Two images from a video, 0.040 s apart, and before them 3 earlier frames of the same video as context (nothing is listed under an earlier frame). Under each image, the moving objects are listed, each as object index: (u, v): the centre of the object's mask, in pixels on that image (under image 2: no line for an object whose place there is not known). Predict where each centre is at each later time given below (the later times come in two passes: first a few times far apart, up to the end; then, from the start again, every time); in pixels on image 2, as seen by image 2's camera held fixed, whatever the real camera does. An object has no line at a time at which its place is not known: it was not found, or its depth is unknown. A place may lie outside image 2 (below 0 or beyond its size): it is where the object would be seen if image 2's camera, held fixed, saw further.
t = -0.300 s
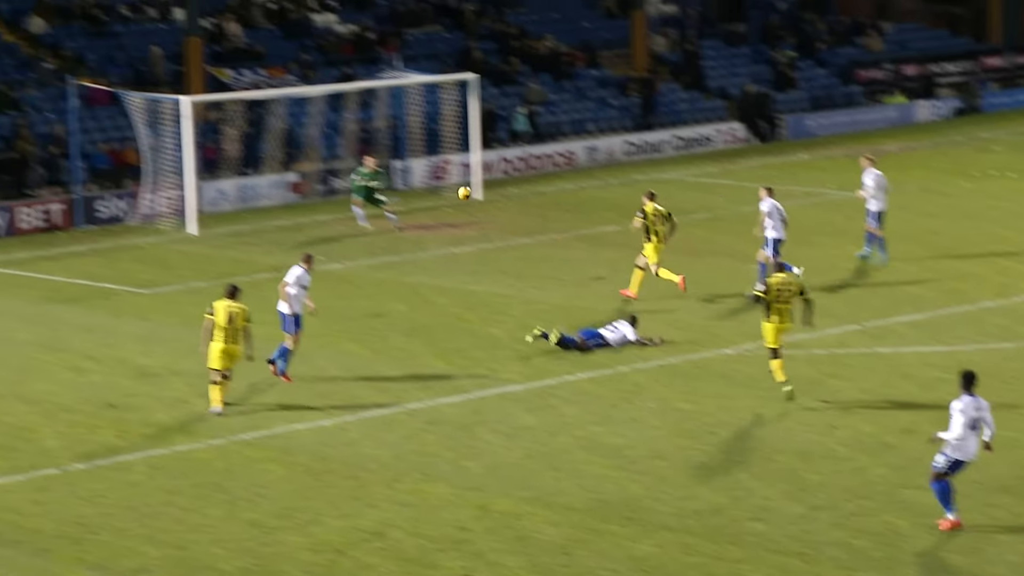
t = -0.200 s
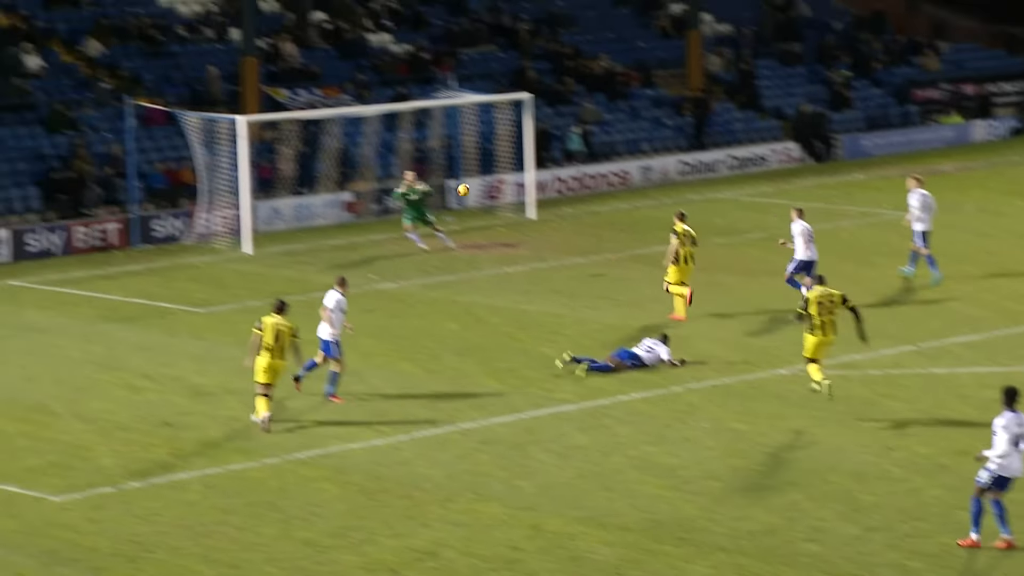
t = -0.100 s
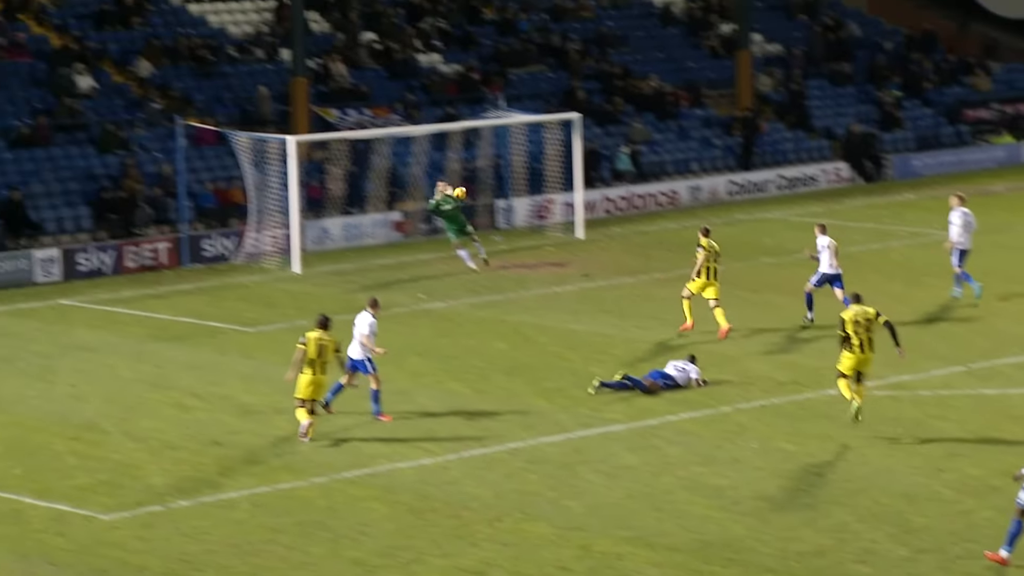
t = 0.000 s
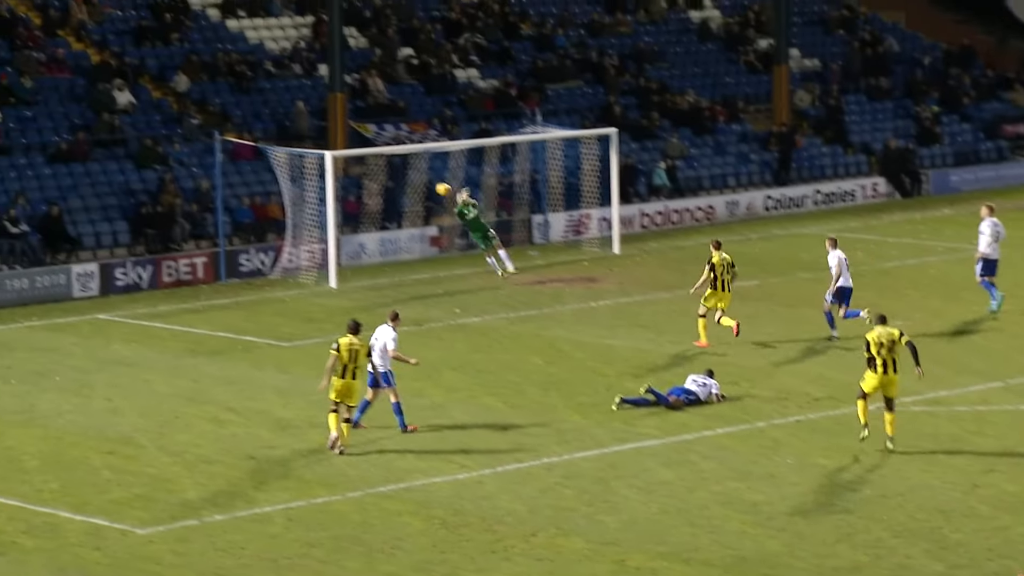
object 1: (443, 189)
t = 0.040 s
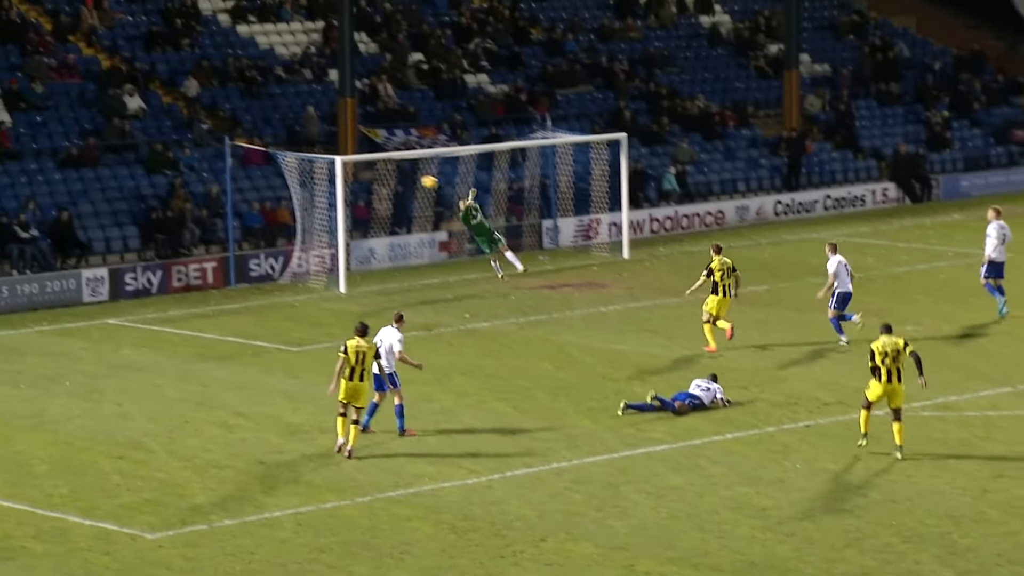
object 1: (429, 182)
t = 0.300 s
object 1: (269, 130)
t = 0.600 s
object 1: (71, 125)
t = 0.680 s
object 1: (16, 134)
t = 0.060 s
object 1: (417, 176)
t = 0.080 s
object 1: (406, 171)
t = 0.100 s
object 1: (393, 166)
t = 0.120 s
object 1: (381, 162)
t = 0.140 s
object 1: (368, 156)
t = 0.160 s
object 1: (356, 151)
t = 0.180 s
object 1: (345, 149)
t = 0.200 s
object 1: (332, 145)
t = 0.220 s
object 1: (320, 141)
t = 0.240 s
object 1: (307, 138)
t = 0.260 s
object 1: (295, 135)
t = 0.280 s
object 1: (282, 133)
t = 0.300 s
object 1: (269, 130)
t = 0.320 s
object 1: (256, 128)
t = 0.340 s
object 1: (243, 126)
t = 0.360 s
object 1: (231, 124)
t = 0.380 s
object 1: (218, 123)
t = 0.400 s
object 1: (204, 122)
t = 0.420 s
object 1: (191, 121)
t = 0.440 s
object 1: (178, 120)
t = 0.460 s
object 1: (165, 120)
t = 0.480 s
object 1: (152, 120)
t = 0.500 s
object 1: (139, 119)
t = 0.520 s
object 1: (125, 120)
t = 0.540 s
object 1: (112, 121)
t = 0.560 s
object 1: (98, 122)
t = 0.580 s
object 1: (84, 123)
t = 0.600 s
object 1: (71, 125)
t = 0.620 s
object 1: (57, 127)
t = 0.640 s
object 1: (44, 129)
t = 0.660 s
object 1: (30, 132)
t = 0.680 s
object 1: (16, 134)
